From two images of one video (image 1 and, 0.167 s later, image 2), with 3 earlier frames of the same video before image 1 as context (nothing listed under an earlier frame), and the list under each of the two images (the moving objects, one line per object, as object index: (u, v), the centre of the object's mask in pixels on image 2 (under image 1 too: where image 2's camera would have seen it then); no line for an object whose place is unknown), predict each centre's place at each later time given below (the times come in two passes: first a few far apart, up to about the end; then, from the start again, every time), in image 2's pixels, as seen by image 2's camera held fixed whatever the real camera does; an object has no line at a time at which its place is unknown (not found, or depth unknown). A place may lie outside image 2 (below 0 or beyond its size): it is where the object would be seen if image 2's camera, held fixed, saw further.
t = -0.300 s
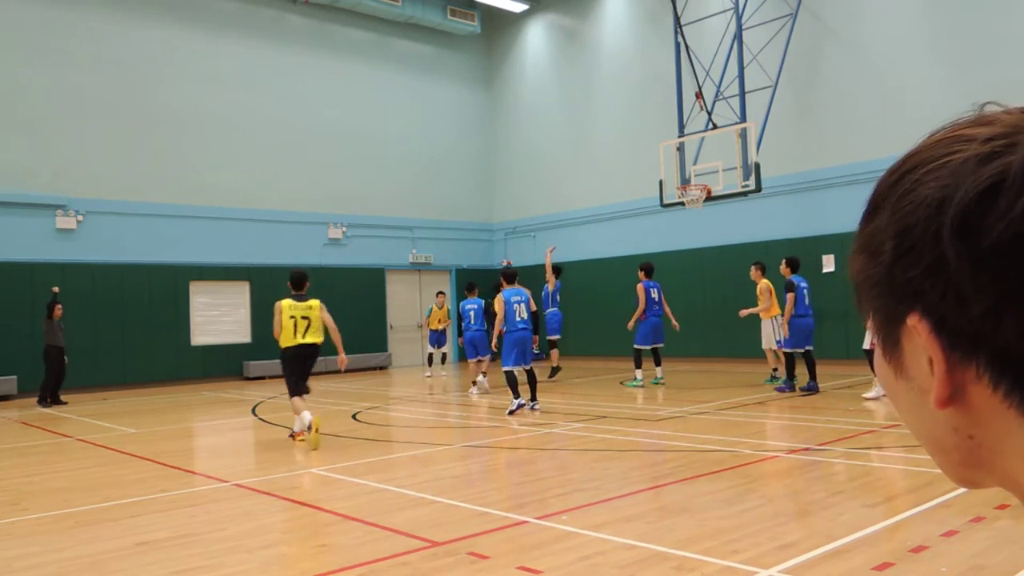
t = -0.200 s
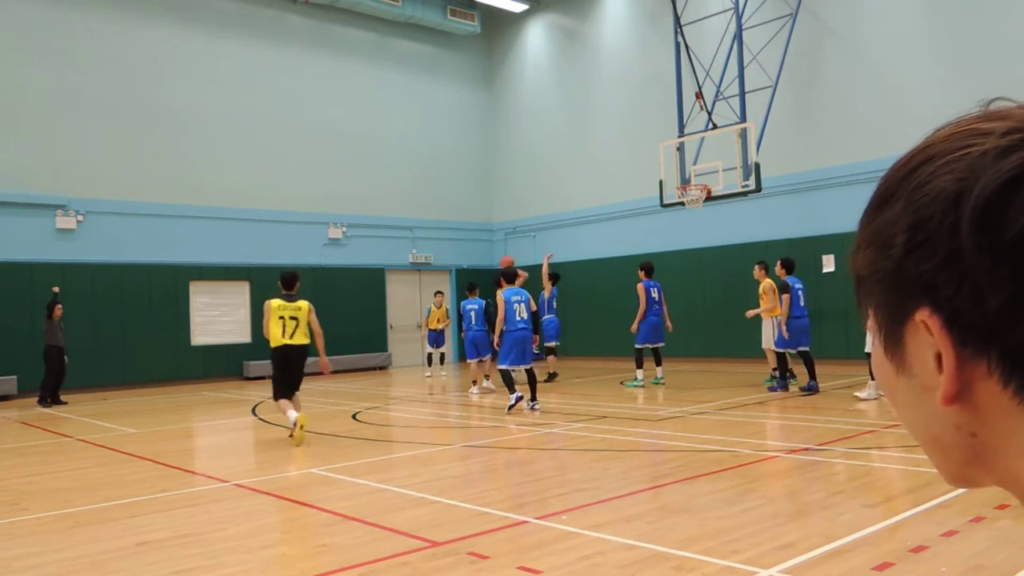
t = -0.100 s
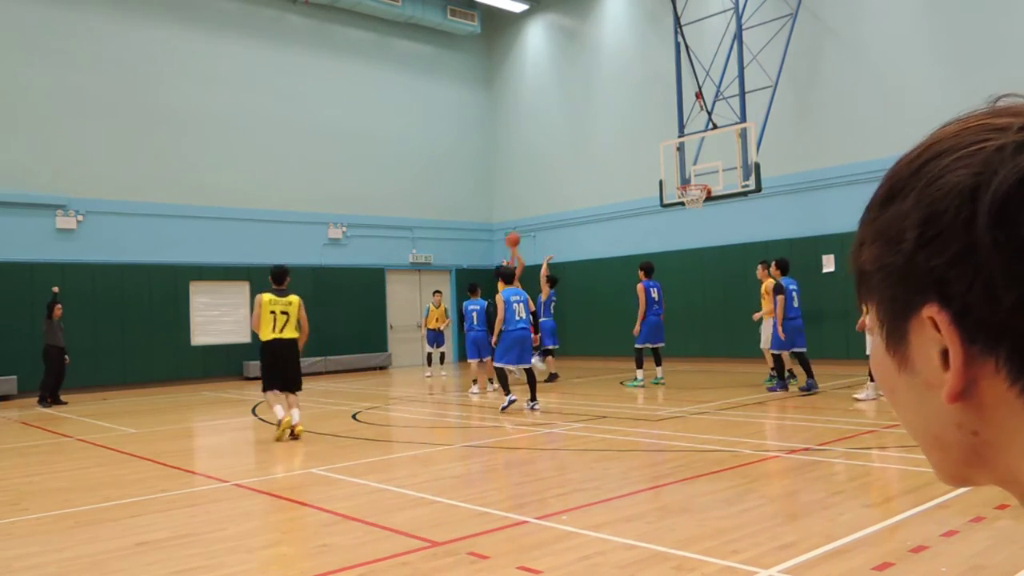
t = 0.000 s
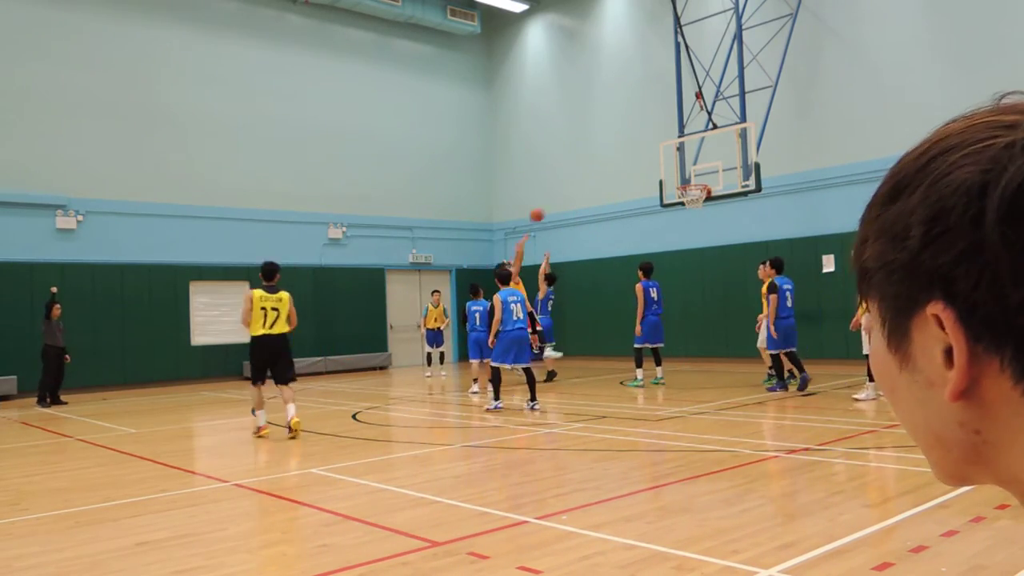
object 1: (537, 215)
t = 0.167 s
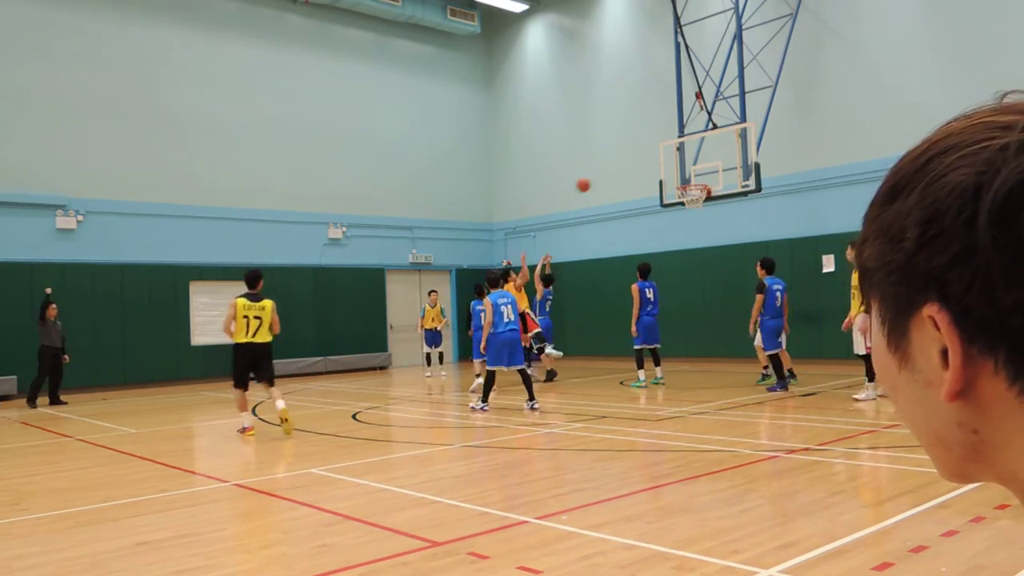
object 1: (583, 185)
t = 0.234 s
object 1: (602, 177)
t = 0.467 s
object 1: (669, 169)
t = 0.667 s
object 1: (687, 185)
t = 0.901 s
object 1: (697, 218)
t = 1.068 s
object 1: (704, 258)
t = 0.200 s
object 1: (592, 180)
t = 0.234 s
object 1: (602, 177)
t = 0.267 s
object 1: (611, 174)
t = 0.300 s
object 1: (621, 172)
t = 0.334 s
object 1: (630, 170)
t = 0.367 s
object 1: (640, 169)
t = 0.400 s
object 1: (649, 168)
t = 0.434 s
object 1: (659, 168)
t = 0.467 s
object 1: (669, 169)
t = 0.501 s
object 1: (679, 171)
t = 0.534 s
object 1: (685, 172)
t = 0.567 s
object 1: (685, 175)
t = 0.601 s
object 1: (686, 178)
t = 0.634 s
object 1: (686, 182)
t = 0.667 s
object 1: (687, 185)
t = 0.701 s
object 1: (688, 191)
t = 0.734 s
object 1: (690, 194)
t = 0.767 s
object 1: (690, 197)
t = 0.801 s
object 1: (693, 207)
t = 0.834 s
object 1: (695, 209)
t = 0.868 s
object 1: (696, 213)
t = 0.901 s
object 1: (697, 218)
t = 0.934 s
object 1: (698, 225)
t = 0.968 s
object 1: (700, 232)
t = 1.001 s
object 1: (701, 240)
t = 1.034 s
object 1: (703, 249)
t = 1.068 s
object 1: (704, 258)
